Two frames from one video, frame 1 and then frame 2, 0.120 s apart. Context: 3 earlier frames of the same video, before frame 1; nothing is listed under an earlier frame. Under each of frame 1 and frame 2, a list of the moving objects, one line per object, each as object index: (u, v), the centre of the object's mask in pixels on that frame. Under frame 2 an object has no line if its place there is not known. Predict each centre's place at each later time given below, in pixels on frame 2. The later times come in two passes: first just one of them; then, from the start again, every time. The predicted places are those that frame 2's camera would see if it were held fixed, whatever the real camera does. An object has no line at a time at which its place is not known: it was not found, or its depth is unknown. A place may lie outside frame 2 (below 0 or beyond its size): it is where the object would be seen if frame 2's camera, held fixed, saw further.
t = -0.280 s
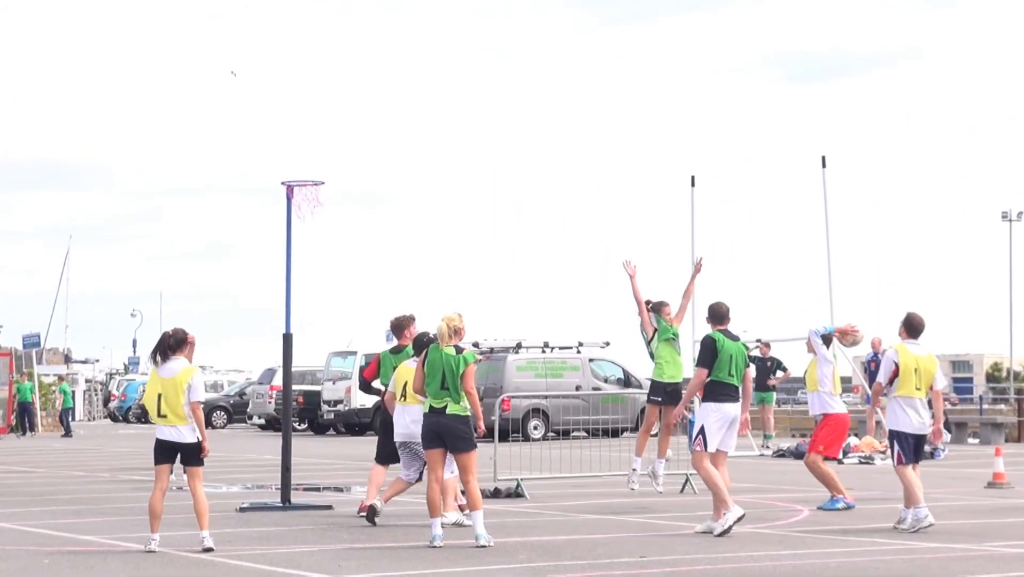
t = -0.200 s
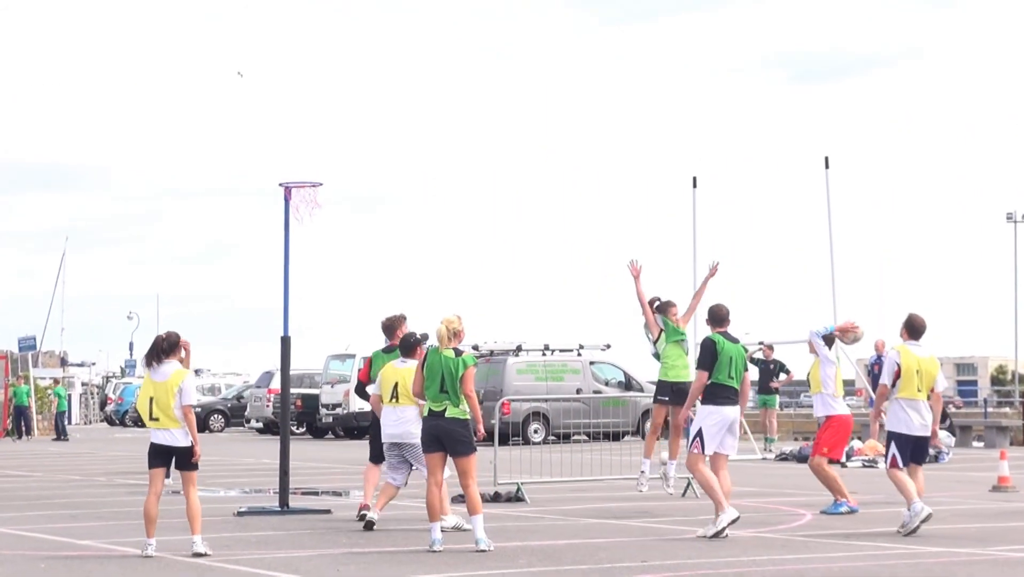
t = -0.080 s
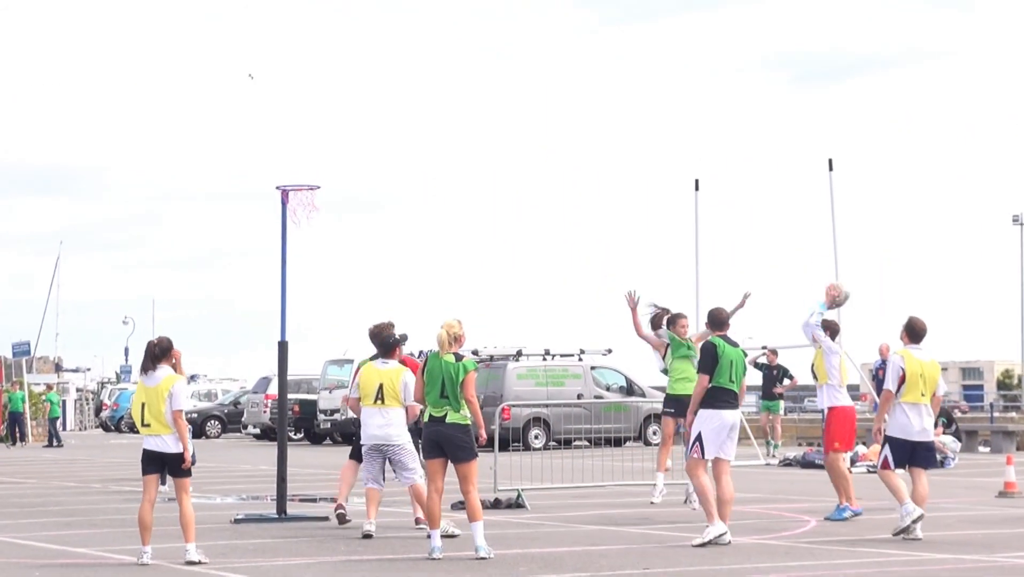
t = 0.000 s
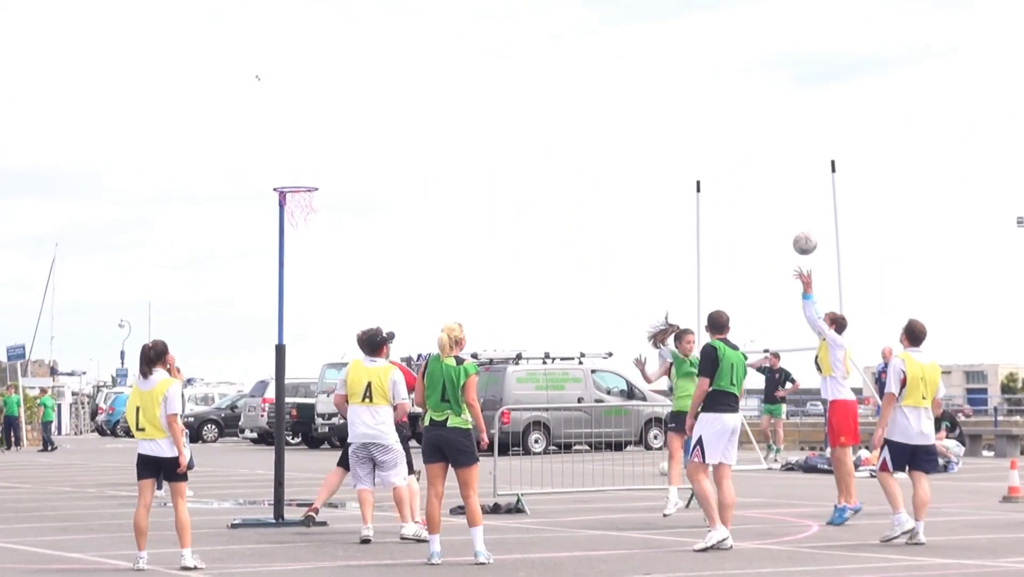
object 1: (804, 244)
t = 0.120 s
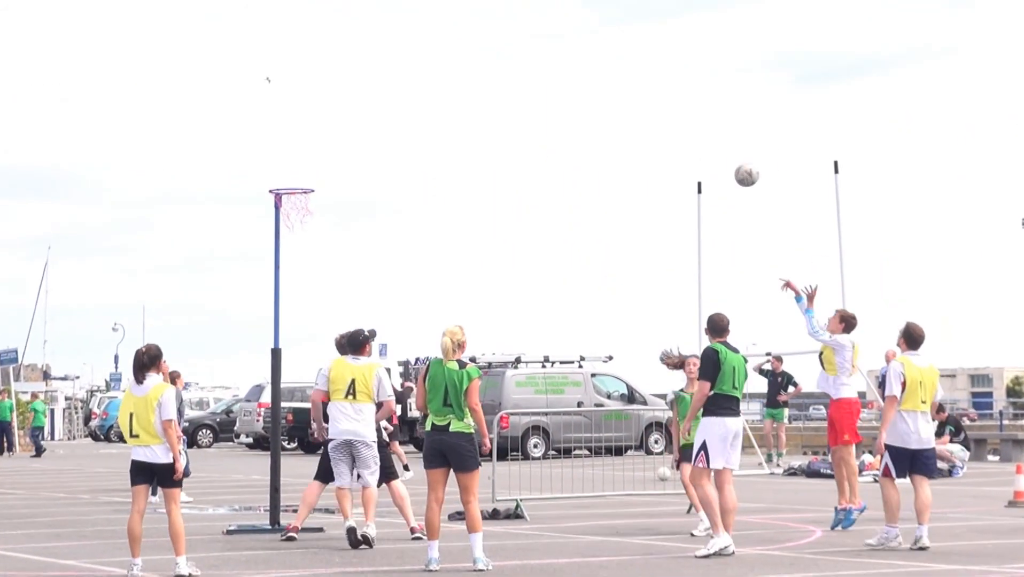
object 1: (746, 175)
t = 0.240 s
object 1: (688, 121)
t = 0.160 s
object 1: (727, 156)
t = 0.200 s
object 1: (708, 137)
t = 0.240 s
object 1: (688, 121)
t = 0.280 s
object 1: (669, 106)
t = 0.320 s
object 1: (650, 92)
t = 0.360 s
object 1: (629, 81)
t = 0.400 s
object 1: (610, 71)
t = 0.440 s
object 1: (592, 63)
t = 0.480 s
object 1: (572, 58)
